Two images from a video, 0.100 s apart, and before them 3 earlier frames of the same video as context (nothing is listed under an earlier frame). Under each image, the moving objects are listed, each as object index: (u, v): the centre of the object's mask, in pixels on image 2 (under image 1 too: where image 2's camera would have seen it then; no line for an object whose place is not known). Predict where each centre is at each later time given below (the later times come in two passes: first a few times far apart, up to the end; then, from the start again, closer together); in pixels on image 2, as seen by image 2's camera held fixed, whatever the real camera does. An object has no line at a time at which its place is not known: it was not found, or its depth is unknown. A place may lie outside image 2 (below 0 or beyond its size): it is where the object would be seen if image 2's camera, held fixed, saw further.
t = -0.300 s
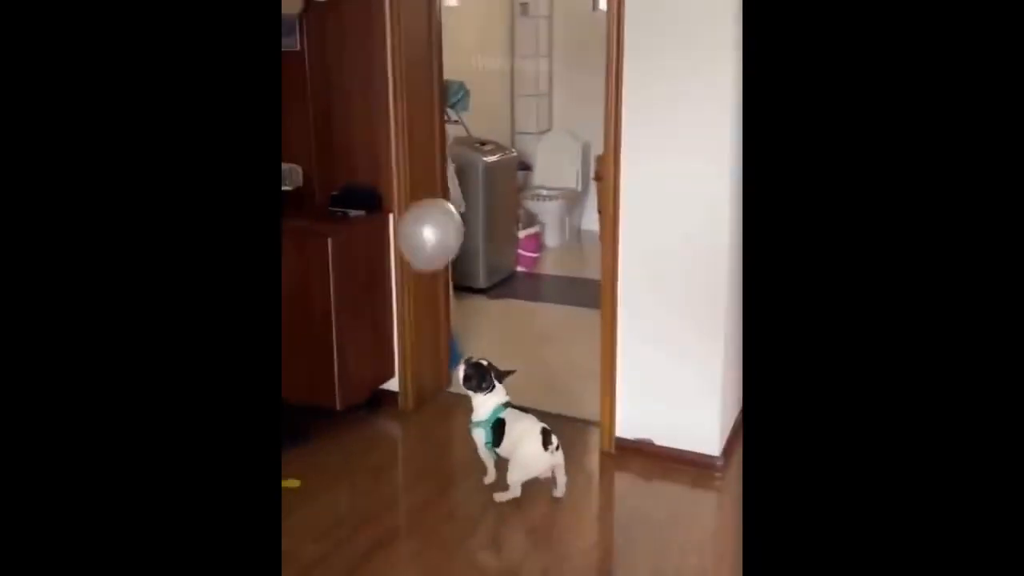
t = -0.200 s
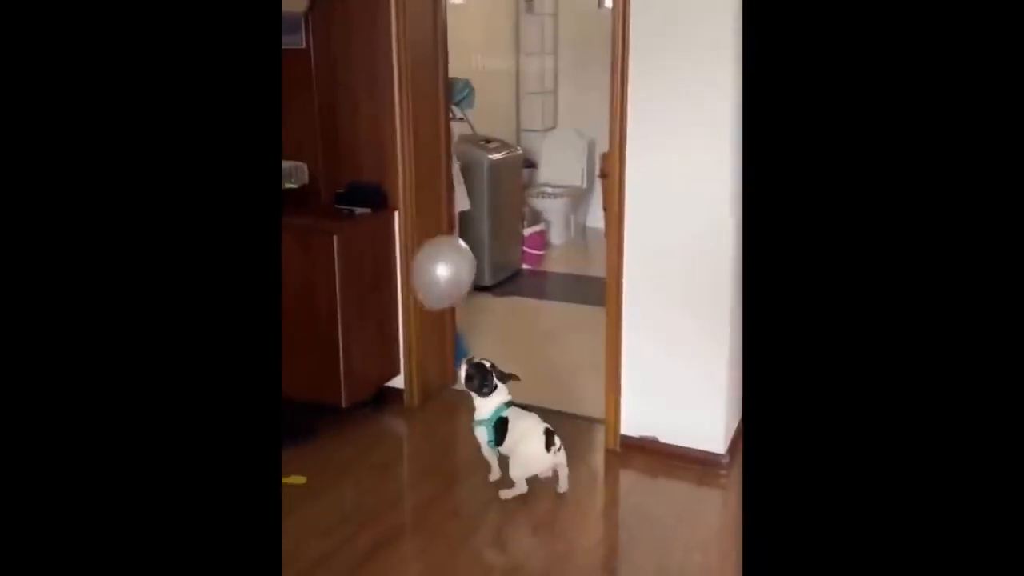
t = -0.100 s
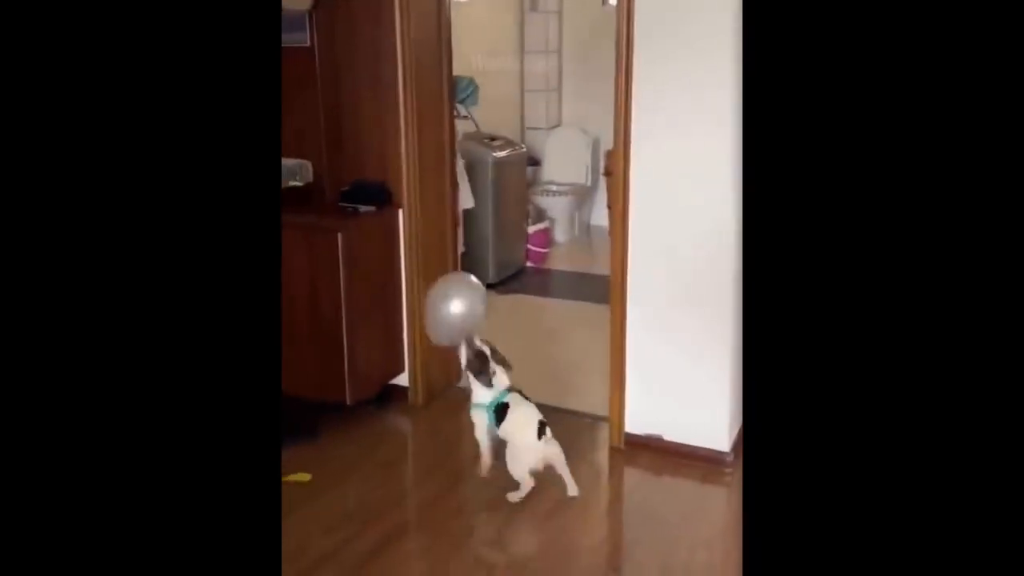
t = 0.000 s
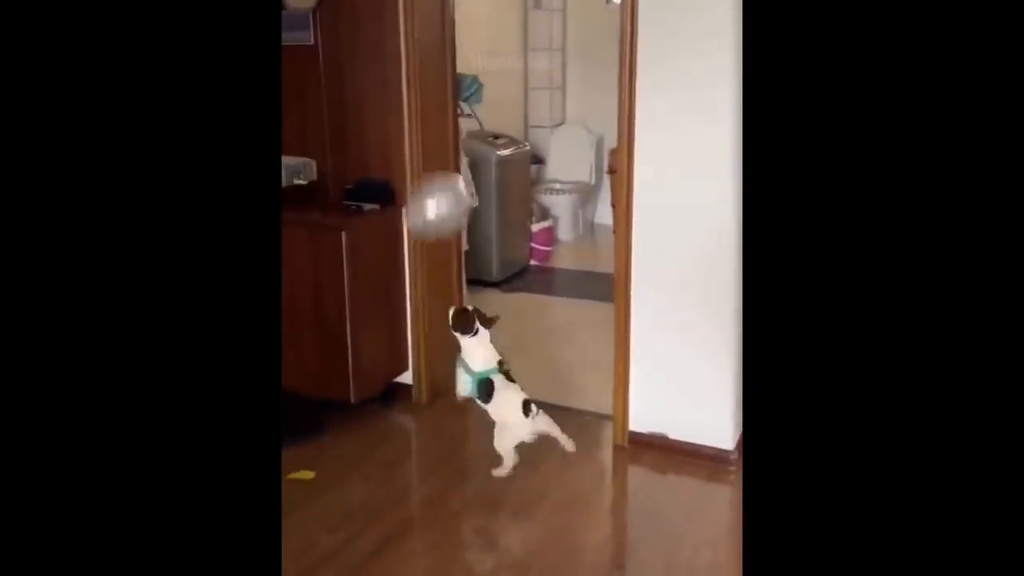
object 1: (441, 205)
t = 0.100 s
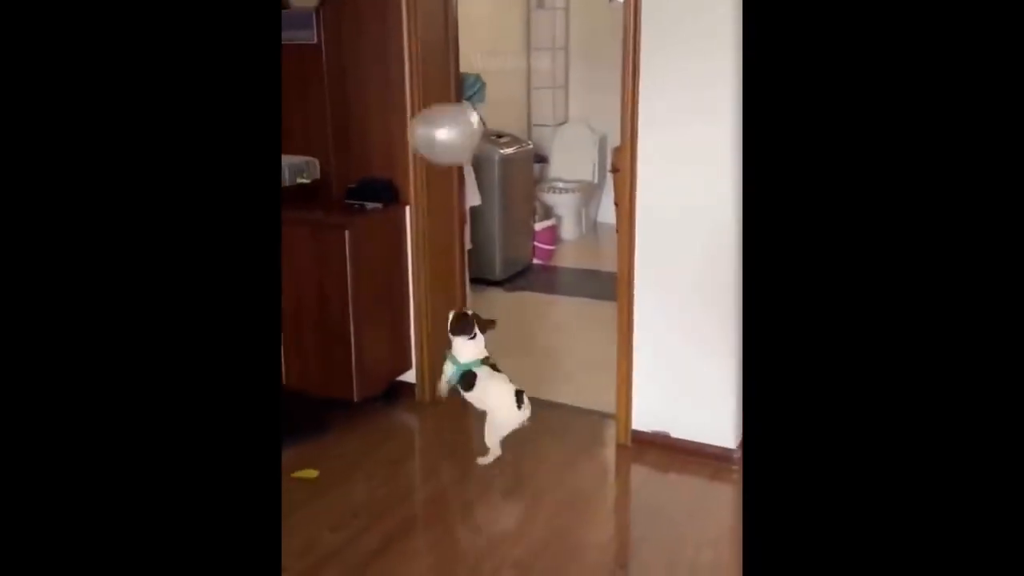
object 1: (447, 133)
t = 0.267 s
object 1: (479, 84)
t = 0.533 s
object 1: (524, 48)
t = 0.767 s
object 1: (557, 48)
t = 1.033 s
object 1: (594, 89)
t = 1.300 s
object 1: (627, 170)
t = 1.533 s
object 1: (652, 270)
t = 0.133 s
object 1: (453, 121)
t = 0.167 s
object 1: (459, 110)
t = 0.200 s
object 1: (466, 101)
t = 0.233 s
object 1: (473, 94)
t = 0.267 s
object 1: (479, 84)
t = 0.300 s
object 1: (486, 78)
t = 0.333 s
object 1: (492, 71)
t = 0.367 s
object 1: (497, 65)
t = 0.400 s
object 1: (502, 61)
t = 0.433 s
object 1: (507, 57)
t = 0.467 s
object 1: (514, 55)
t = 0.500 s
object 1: (517, 52)
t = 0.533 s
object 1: (524, 48)
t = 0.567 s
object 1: (529, 45)
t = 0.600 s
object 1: (534, 45)
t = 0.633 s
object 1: (538, 45)
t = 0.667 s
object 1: (544, 44)
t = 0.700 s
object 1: (548, 45)
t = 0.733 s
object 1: (553, 46)
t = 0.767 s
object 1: (557, 48)
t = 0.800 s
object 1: (562, 50)
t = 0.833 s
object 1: (566, 54)
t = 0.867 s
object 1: (569, 58)
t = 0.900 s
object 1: (574, 62)
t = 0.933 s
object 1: (579, 67)
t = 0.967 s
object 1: (583, 73)
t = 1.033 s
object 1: (594, 89)
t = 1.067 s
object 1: (597, 96)
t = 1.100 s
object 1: (602, 106)
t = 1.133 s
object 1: (607, 116)
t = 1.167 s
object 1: (611, 125)
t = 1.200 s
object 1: (614, 135)
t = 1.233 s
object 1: (619, 146)
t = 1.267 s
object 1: (623, 158)
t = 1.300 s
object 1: (627, 170)
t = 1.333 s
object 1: (631, 185)
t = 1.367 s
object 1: (634, 198)
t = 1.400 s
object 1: (637, 212)
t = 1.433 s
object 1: (641, 226)
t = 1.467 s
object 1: (646, 240)
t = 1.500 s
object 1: (650, 256)
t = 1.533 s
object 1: (652, 270)
